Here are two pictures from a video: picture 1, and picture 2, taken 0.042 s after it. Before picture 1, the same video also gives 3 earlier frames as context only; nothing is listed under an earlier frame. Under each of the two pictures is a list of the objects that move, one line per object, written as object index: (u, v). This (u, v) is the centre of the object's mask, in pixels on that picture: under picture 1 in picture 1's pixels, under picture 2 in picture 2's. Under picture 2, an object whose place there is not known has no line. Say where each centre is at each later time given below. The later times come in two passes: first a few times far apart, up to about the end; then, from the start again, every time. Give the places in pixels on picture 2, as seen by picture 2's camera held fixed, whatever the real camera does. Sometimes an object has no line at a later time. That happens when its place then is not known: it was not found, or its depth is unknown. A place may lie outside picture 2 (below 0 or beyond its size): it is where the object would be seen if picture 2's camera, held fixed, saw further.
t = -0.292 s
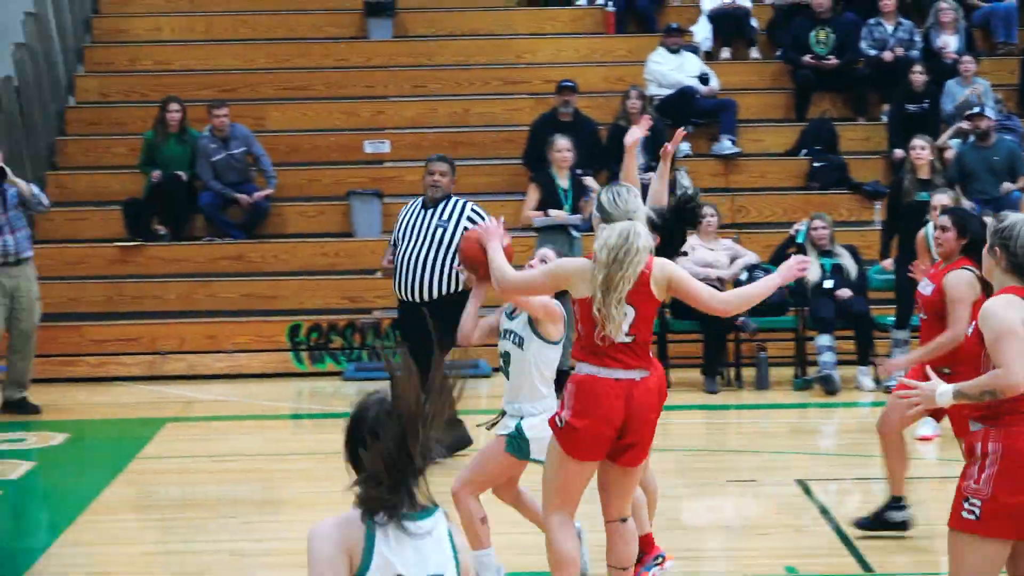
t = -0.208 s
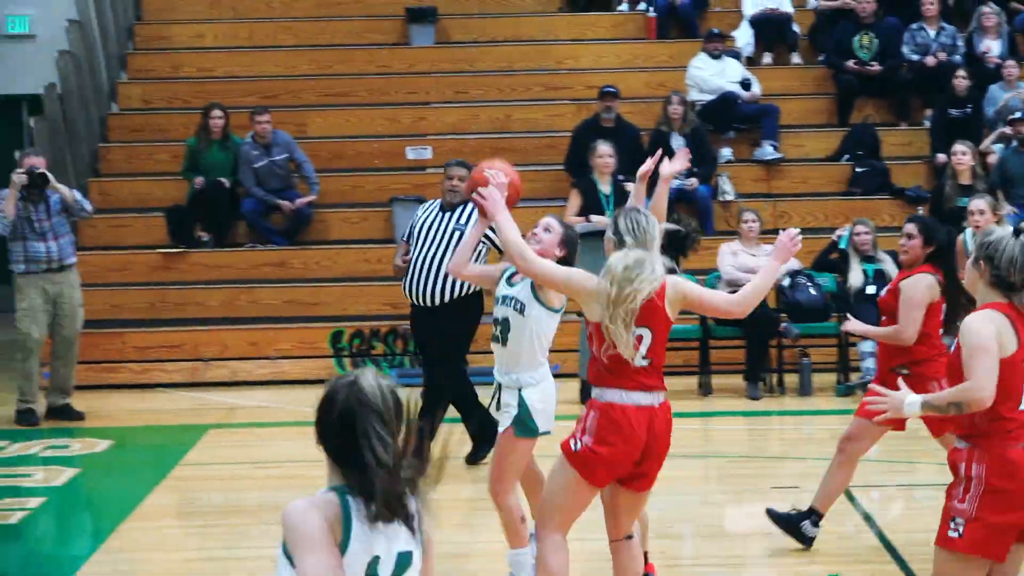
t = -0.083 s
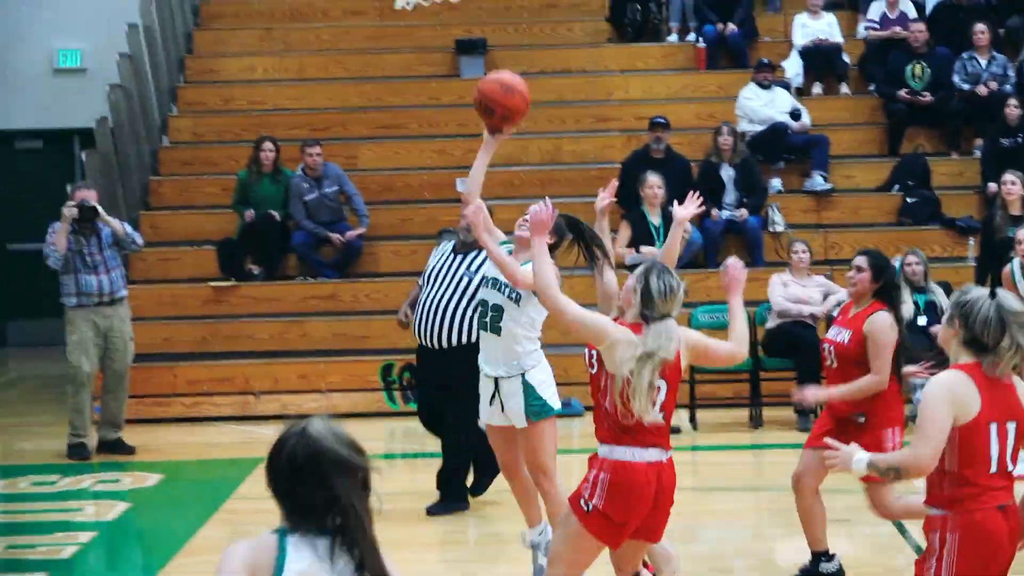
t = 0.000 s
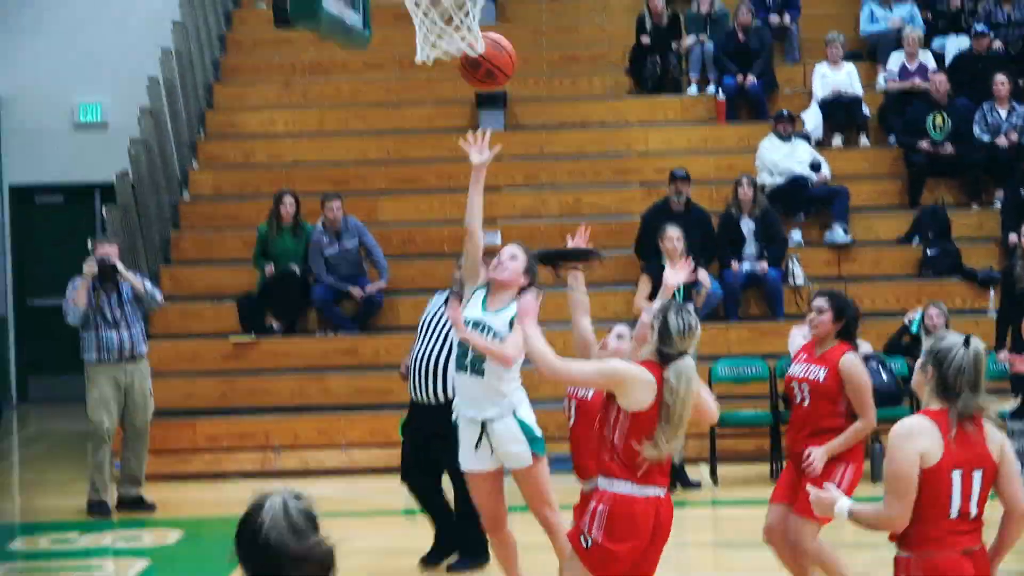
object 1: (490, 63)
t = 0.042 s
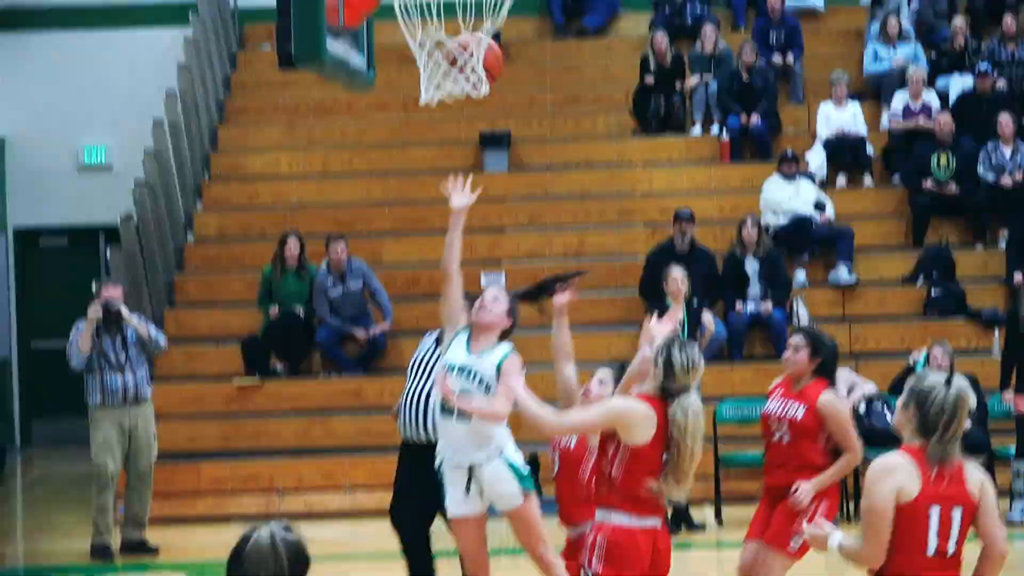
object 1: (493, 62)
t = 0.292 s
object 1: (382, -97)
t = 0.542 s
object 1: (465, -61)
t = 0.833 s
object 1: (493, -97)
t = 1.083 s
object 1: (499, -60)
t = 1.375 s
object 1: (466, 0)
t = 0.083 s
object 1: (458, 15)
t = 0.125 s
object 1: (438, 7)
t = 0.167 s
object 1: (418, -46)
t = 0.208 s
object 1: (398, -63)
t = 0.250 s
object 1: (377, -86)
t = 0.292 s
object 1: (382, -97)
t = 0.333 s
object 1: (395, -103)
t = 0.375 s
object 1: (409, -104)
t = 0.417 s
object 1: (421, -101)
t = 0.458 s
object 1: (435, -91)
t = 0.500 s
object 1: (450, -77)
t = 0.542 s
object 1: (465, -61)
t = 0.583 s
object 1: (469, -80)
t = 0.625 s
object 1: (472, -95)
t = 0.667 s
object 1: (477, -105)
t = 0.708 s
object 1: (480, -109)
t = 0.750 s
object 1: (484, -110)
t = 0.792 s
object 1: (488, -106)
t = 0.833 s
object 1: (493, -97)
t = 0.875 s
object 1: (498, -84)
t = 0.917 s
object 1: (504, -65)
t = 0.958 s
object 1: (504, -62)
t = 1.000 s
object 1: (502, -65)
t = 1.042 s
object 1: (501, -64)
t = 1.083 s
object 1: (499, -60)
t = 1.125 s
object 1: (497, -58)
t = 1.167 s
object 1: (493, -57)
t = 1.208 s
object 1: (489, -53)
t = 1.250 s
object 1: (485, -50)
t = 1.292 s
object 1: (477, -34)
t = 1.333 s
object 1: (472, -19)
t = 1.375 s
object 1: (466, 0)
